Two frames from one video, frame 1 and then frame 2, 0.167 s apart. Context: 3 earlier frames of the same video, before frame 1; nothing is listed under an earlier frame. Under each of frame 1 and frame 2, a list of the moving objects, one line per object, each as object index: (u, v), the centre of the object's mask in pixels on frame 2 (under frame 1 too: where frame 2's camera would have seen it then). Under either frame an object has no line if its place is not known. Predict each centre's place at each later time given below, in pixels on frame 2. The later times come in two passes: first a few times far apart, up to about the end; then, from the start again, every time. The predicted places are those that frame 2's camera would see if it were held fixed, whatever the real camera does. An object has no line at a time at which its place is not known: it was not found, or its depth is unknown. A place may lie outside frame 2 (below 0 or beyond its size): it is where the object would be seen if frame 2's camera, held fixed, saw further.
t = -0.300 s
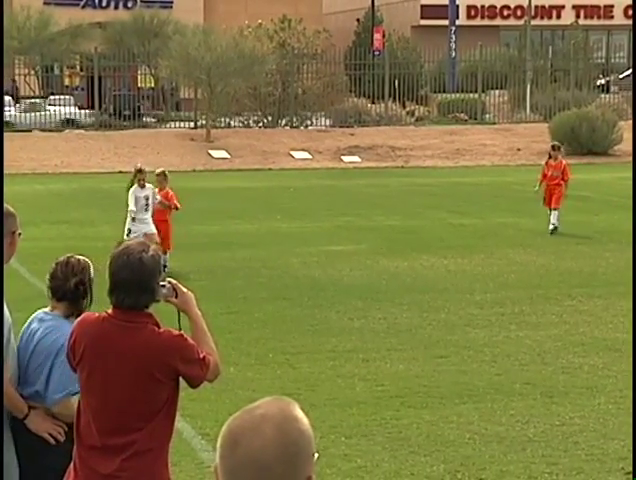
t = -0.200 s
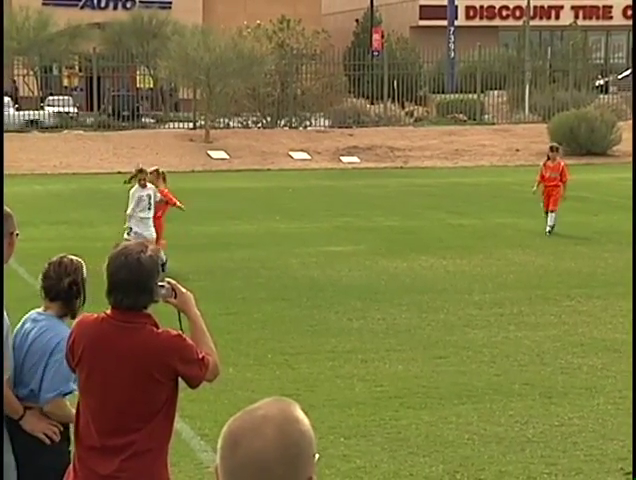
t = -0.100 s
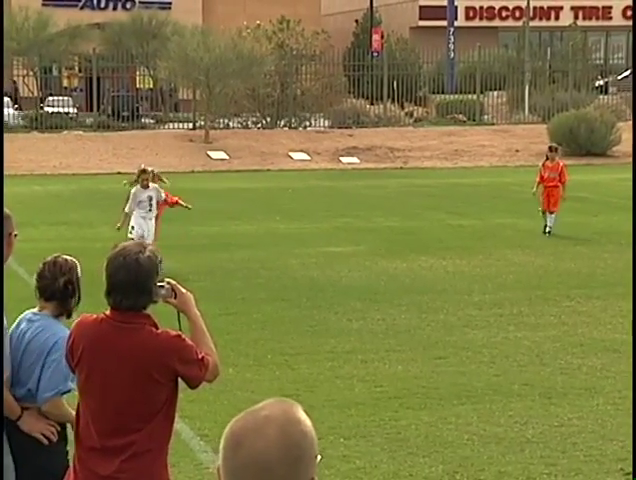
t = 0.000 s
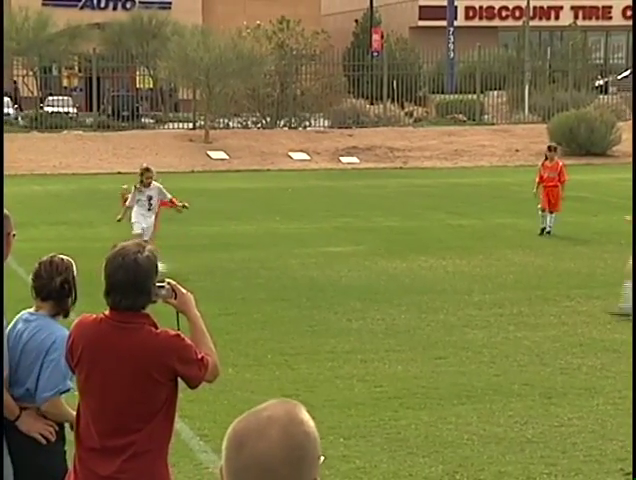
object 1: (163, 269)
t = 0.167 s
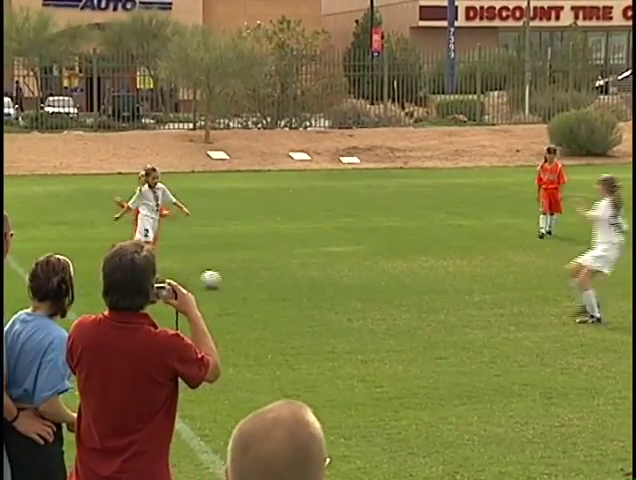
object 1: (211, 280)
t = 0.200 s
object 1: (219, 280)
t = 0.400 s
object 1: (267, 284)
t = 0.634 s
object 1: (323, 292)
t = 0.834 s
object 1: (371, 293)
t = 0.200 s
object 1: (219, 280)
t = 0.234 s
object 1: (226, 280)
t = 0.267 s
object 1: (235, 281)
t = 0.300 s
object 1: (243, 283)
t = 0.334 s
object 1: (252, 285)
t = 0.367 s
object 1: (260, 286)
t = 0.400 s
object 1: (267, 284)
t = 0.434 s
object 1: (275, 284)
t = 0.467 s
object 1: (283, 285)
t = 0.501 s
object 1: (290, 288)
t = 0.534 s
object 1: (299, 289)
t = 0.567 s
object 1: (306, 292)
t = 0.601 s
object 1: (314, 292)
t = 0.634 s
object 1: (323, 292)
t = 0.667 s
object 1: (330, 292)
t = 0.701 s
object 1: (339, 294)
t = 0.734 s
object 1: (347, 296)
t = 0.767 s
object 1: (355, 296)
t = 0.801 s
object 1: (363, 294)
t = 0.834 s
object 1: (371, 293)
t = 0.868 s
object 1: (379, 293)
